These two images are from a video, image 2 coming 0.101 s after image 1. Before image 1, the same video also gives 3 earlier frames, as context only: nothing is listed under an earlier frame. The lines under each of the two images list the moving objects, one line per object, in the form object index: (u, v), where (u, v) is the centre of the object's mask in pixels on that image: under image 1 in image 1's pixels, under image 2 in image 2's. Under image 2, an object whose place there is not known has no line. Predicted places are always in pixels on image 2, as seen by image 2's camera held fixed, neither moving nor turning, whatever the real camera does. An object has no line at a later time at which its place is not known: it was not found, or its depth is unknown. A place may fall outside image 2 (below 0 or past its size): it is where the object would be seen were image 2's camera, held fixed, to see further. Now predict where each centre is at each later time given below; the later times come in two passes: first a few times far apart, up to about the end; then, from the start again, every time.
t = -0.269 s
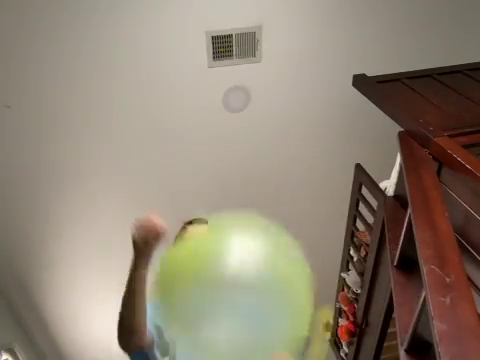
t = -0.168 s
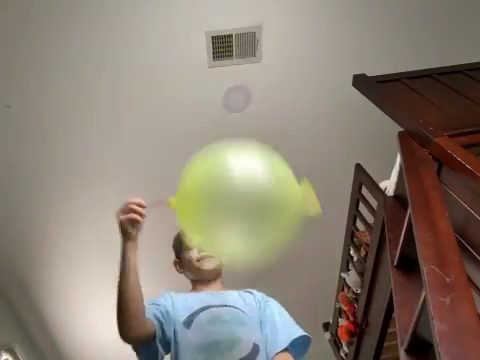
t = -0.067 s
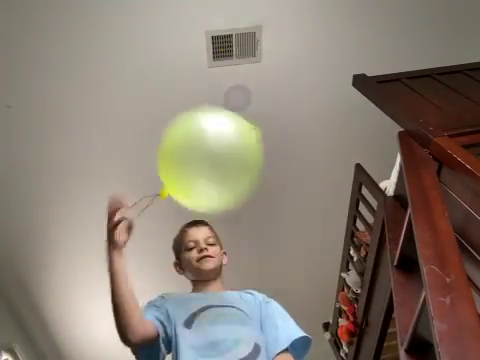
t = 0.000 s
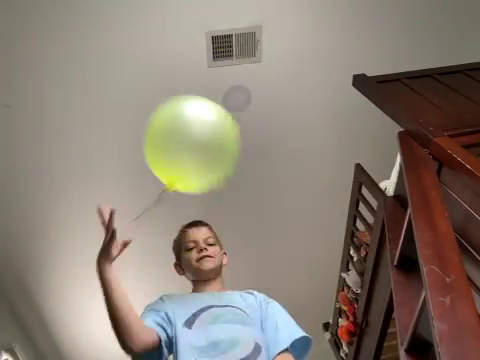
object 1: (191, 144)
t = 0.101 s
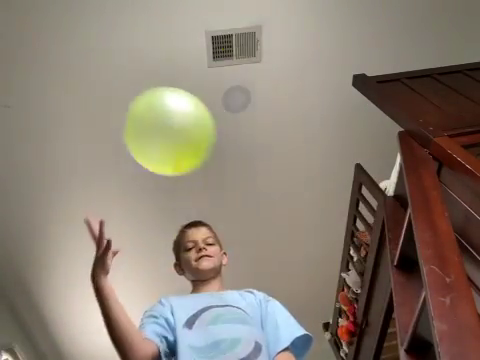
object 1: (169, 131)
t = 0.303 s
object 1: (138, 128)
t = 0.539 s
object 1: (122, 148)
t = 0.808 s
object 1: (110, 221)
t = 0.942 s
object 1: (109, 294)
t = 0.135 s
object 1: (163, 129)
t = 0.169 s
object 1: (157, 127)
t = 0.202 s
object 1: (152, 126)
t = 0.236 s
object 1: (147, 126)
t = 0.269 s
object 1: (142, 127)
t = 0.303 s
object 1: (138, 128)
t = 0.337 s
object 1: (135, 129)
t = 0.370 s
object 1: (132, 131)
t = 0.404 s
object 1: (129, 133)
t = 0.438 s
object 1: (127, 136)
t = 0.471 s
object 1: (125, 139)
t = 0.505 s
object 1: (123, 143)
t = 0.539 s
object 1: (122, 148)
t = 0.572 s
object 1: (120, 153)
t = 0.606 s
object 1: (118, 159)
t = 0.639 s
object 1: (116, 167)
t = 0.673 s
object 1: (115, 175)
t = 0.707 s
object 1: (113, 184)
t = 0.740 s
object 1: (112, 195)
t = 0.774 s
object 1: (111, 207)
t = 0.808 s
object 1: (110, 221)
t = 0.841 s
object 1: (110, 235)
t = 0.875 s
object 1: (109, 253)
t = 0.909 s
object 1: (108, 274)
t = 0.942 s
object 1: (109, 294)
